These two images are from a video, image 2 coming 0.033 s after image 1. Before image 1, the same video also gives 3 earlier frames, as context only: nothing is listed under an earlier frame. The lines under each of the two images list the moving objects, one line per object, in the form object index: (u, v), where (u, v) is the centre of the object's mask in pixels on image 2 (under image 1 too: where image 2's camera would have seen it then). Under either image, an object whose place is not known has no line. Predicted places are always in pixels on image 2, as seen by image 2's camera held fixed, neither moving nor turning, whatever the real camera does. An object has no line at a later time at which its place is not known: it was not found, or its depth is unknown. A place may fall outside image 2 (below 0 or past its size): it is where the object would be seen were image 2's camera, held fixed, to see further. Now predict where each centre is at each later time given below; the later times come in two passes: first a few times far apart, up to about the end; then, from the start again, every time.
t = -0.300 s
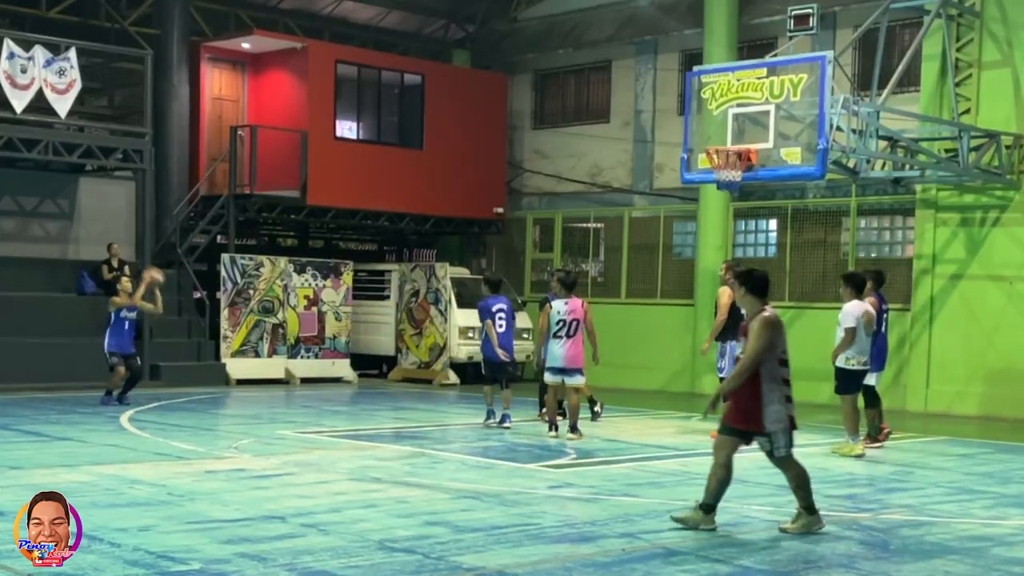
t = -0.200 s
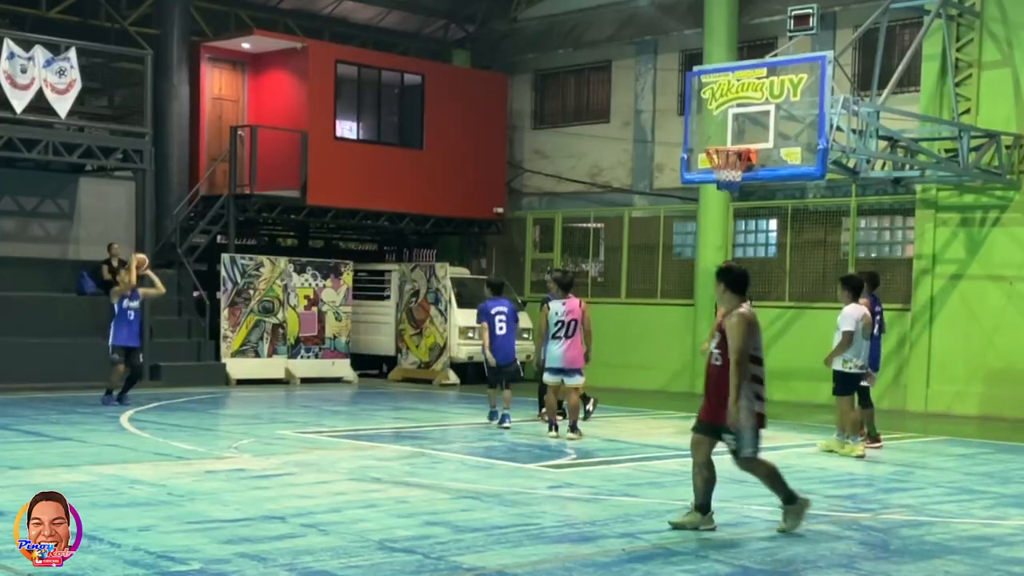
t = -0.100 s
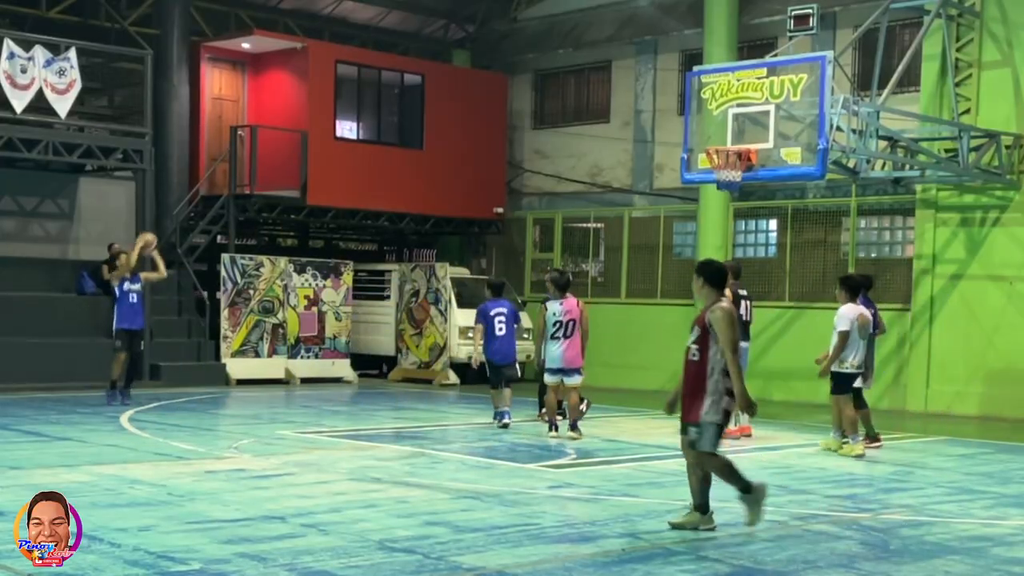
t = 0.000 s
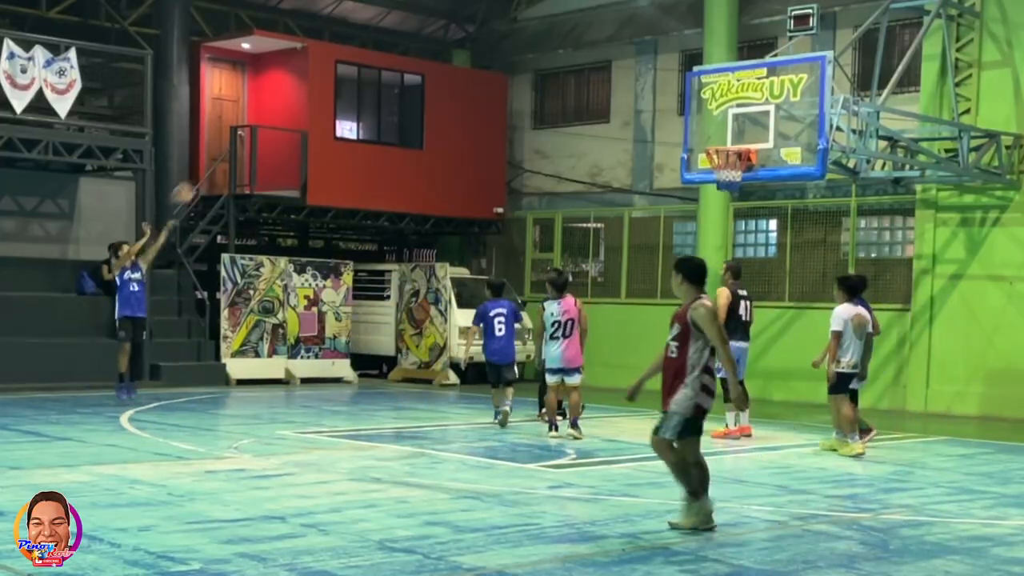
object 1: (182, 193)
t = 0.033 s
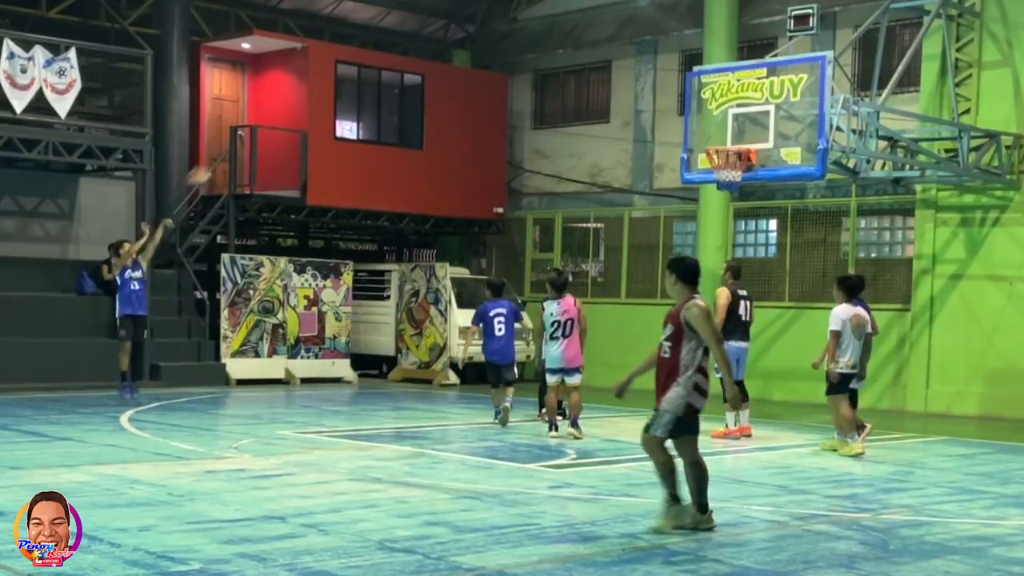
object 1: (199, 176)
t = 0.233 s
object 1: (297, 92)
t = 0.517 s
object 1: (433, 30)
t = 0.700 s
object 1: (519, 25)
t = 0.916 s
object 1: (621, 60)
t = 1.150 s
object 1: (726, 137)
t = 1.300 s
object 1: (761, 98)
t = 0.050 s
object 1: (206, 169)
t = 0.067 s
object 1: (216, 159)
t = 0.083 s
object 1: (224, 153)
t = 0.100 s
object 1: (232, 145)
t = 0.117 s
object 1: (239, 138)
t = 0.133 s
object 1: (248, 131)
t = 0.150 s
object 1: (256, 124)
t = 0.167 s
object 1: (264, 117)
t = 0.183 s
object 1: (272, 111)
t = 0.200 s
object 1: (281, 104)
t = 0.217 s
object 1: (289, 98)
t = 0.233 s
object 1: (297, 92)
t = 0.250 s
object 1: (304, 85)
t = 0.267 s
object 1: (312, 81)
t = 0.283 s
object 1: (320, 76)
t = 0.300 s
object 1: (328, 71)
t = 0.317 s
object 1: (337, 67)
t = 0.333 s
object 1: (345, 61)
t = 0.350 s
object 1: (352, 58)
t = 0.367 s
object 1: (361, 54)
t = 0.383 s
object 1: (369, 50)
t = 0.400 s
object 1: (376, 49)
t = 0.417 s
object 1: (385, 45)
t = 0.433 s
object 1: (392, 43)
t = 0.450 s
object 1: (401, 40)
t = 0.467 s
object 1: (409, 37)
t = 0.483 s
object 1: (416, 34)
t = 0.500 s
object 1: (425, 32)
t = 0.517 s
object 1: (433, 30)
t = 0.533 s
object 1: (440, 29)
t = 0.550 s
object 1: (449, 28)
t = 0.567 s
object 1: (456, 27)
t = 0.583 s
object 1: (464, 26)
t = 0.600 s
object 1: (472, 26)
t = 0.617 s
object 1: (479, 25)
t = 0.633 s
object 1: (487, 25)
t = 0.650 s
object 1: (495, 25)
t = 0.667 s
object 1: (504, 25)
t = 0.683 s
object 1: (512, 25)
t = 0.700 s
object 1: (519, 25)
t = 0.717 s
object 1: (527, 26)
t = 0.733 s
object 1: (534, 27)
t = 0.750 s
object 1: (542, 31)
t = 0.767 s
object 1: (550, 33)
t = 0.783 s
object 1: (558, 35)
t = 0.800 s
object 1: (566, 37)
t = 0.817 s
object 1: (574, 40)
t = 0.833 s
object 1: (582, 42)
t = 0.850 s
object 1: (590, 45)
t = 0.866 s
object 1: (598, 48)
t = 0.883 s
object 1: (606, 51)
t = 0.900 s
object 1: (614, 56)
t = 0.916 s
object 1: (621, 60)
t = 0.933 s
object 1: (628, 63)
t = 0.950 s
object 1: (636, 69)
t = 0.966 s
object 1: (644, 73)
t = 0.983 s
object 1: (651, 79)
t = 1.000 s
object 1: (660, 85)
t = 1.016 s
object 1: (667, 91)
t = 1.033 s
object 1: (675, 98)
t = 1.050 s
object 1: (683, 102)
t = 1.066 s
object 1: (690, 108)
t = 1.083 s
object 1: (698, 115)
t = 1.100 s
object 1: (705, 122)
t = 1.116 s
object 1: (712, 128)
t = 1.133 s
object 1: (719, 135)
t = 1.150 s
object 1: (726, 137)
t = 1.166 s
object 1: (732, 133)
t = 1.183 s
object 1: (735, 128)
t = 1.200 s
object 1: (739, 124)
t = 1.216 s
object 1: (742, 119)
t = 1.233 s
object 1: (745, 114)
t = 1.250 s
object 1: (749, 111)
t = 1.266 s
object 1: (753, 106)
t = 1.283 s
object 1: (757, 101)
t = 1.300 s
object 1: (761, 98)
